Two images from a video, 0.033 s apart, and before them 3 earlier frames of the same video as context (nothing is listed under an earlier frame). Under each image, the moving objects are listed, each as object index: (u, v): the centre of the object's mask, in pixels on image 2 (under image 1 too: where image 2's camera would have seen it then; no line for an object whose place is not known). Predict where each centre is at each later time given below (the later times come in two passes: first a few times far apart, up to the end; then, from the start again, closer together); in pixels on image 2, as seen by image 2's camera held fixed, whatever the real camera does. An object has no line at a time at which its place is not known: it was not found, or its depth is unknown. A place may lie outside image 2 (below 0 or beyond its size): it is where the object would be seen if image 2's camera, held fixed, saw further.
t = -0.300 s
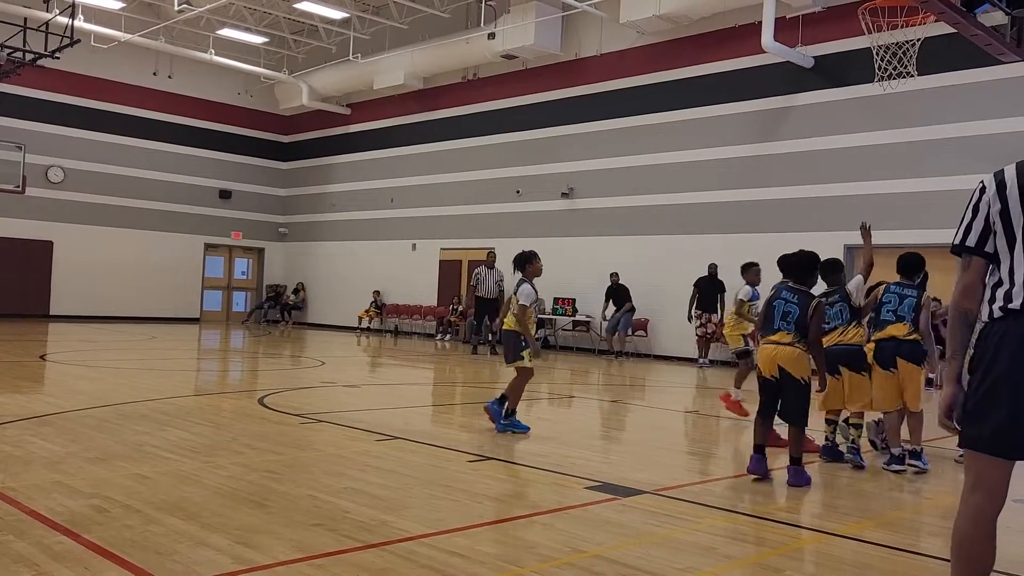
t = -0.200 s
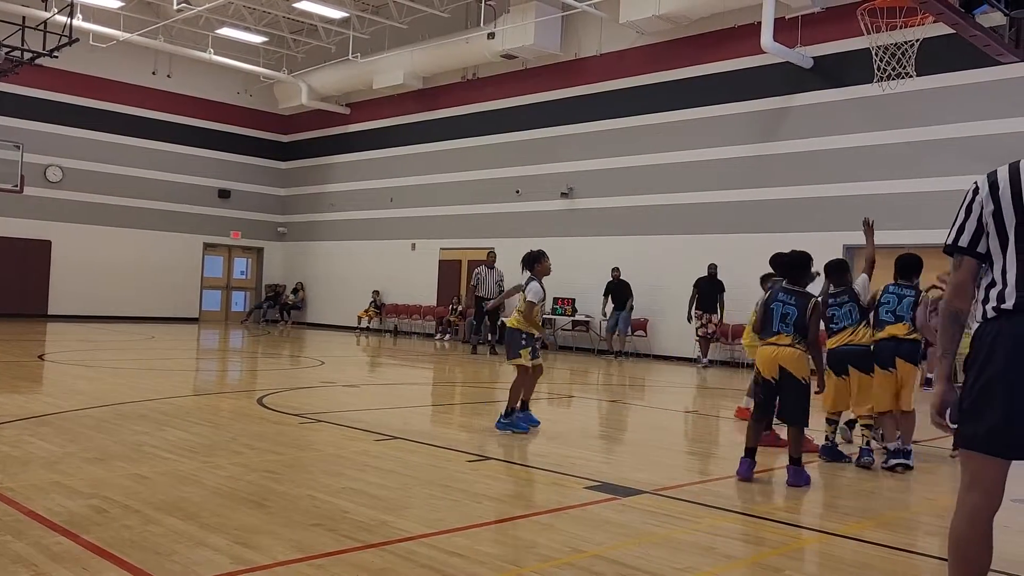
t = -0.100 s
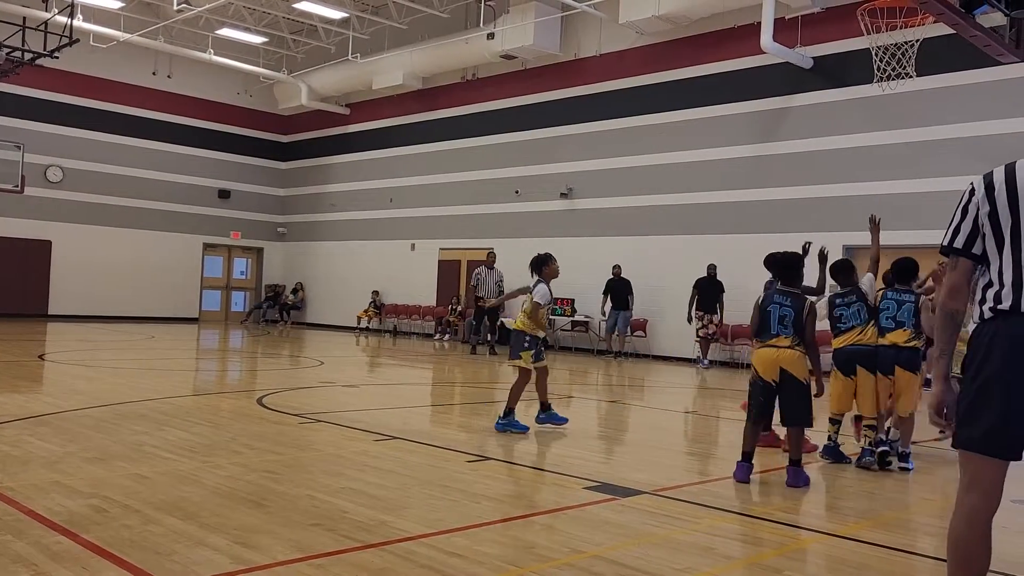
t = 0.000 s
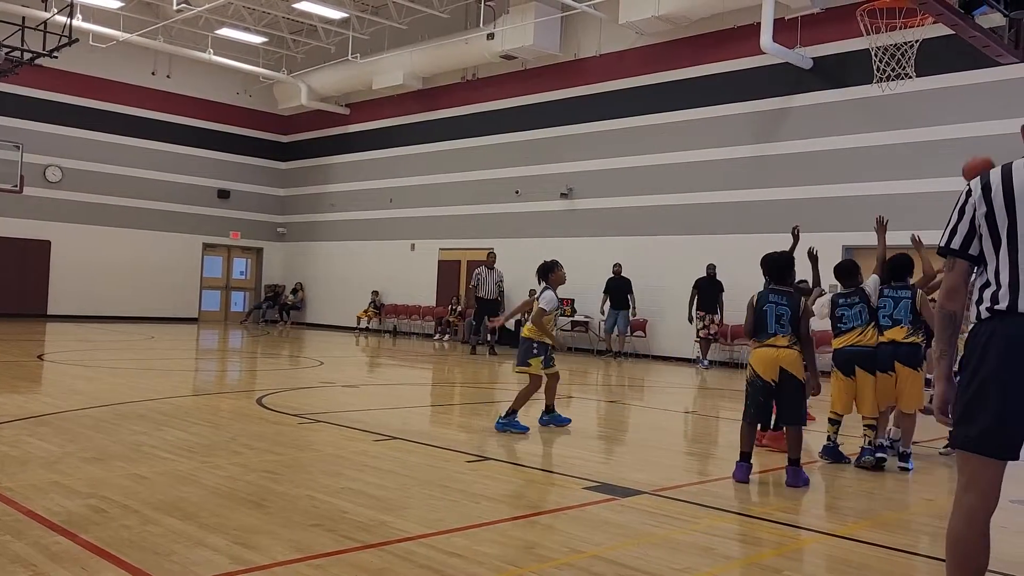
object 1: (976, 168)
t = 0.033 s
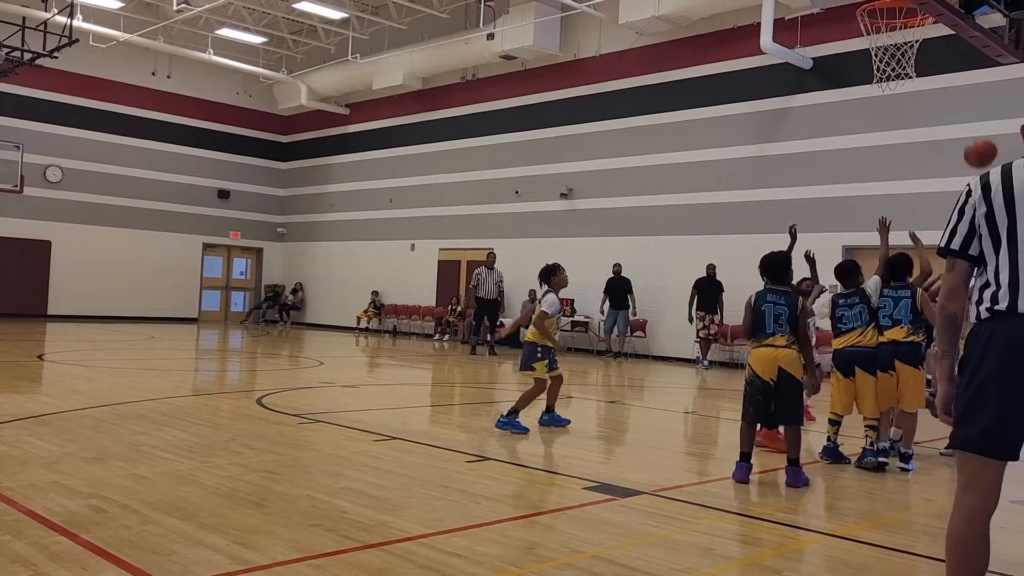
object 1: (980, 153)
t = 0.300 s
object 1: (984, 64)
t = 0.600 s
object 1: (925, 113)
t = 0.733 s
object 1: (896, 175)
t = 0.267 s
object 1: (988, 67)
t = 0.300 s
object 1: (984, 64)
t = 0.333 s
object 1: (978, 63)
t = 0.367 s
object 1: (973, 62)
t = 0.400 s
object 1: (968, 64)
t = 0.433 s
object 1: (960, 68)
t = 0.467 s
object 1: (953, 74)
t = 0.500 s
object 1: (946, 82)
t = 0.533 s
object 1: (939, 91)
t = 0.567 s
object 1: (933, 101)
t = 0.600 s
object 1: (925, 113)
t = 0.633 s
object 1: (918, 126)
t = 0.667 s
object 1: (911, 141)
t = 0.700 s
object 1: (903, 157)
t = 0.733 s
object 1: (896, 175)
